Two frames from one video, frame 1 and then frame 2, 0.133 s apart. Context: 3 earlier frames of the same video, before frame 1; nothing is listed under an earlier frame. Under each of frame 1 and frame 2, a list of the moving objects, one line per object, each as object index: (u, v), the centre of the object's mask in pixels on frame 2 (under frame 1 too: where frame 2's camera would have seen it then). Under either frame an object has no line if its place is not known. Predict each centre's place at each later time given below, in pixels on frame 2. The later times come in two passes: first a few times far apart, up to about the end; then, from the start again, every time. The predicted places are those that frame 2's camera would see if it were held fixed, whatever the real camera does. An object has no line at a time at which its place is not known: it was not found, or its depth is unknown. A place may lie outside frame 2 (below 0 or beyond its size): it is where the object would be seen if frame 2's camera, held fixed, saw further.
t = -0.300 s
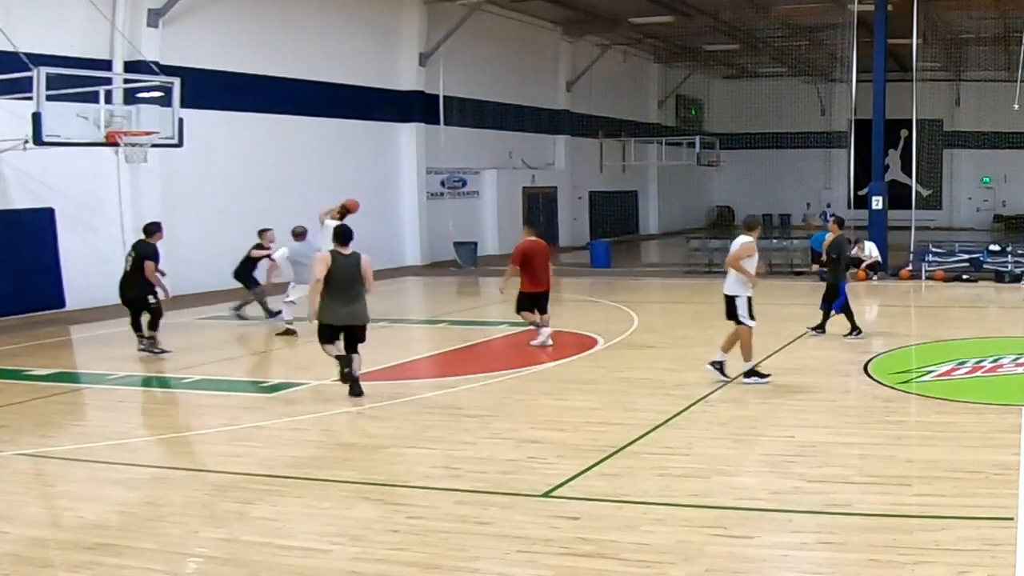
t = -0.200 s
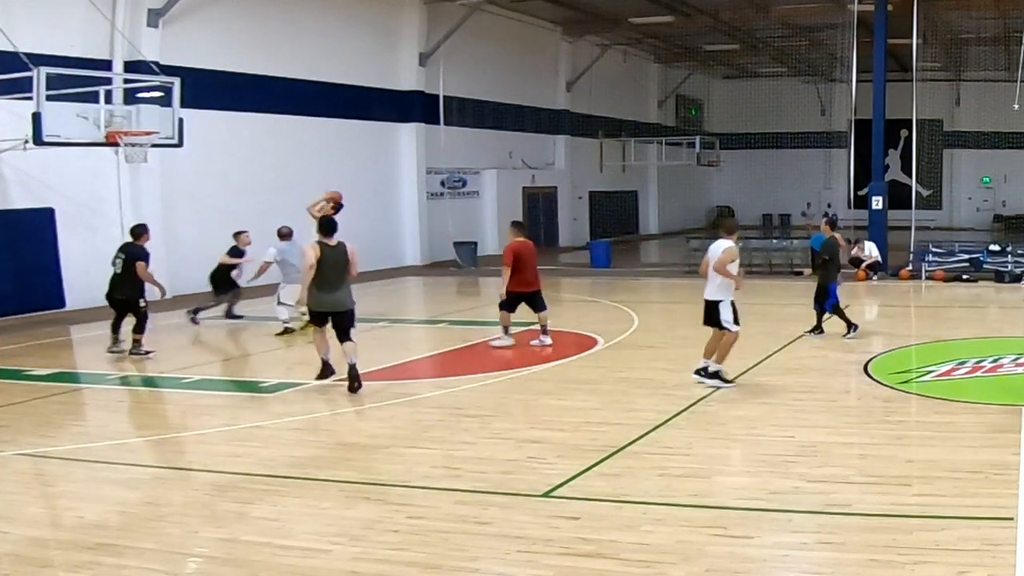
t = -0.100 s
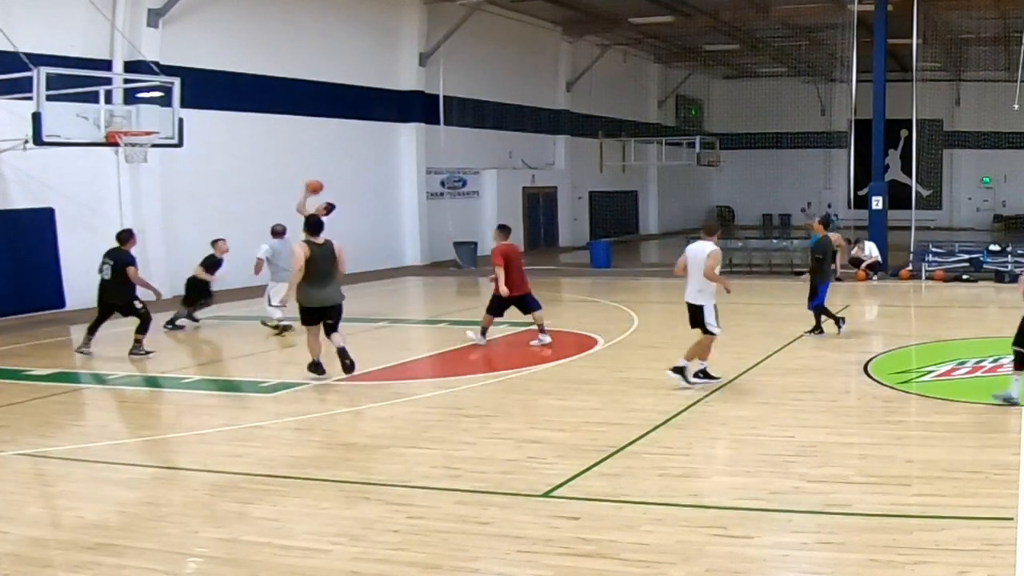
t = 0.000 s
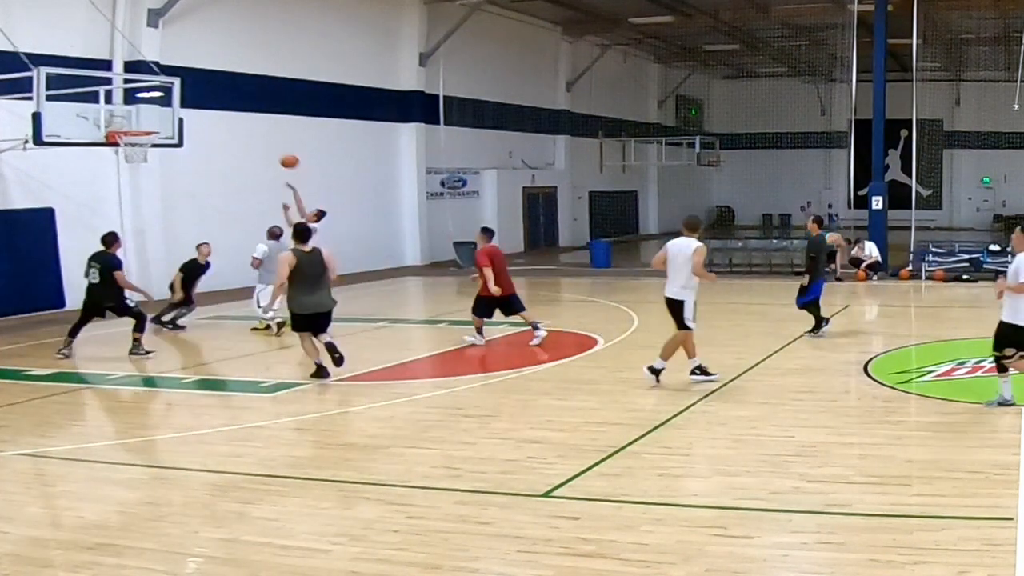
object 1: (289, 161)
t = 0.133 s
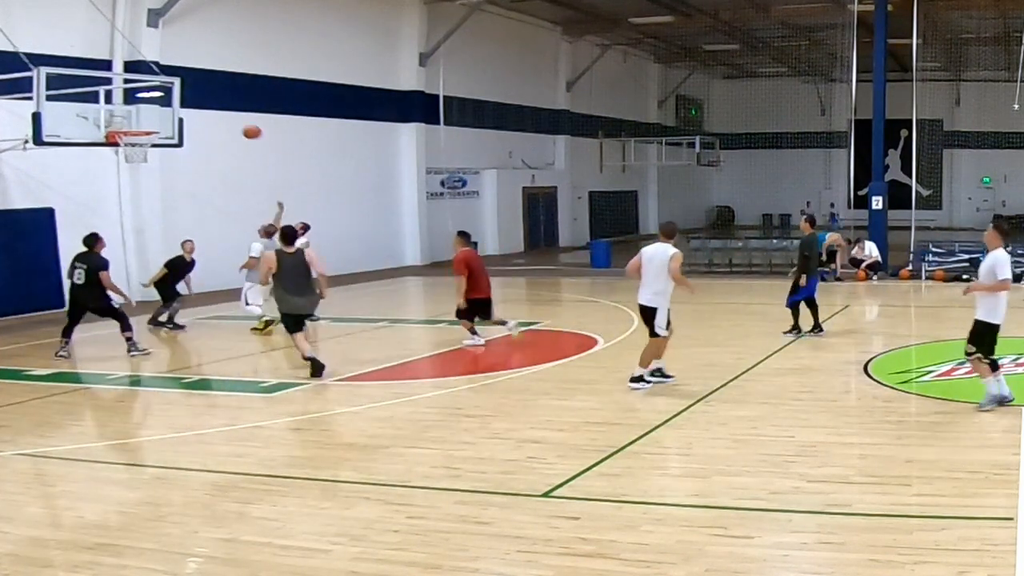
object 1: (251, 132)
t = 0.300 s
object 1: (204, 109)
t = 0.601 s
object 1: (150, 110)
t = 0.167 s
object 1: (242, 124)
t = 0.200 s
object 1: (232, 121)
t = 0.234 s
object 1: (223, 116)
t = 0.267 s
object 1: (213, 112)
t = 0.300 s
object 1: (204, 109)
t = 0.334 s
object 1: (194, 106)
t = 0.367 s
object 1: (185, 104)
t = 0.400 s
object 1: (174, 103)
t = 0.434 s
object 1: (163, 103)
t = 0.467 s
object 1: (154, 103)
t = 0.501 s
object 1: (151, 104)
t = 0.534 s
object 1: (150, 105)
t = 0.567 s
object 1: (150, 107)
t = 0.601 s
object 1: (150, 110)
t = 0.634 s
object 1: (149, 114)
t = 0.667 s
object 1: (149, 119)
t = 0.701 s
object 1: (149, 124)
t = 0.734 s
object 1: (148, 129)
